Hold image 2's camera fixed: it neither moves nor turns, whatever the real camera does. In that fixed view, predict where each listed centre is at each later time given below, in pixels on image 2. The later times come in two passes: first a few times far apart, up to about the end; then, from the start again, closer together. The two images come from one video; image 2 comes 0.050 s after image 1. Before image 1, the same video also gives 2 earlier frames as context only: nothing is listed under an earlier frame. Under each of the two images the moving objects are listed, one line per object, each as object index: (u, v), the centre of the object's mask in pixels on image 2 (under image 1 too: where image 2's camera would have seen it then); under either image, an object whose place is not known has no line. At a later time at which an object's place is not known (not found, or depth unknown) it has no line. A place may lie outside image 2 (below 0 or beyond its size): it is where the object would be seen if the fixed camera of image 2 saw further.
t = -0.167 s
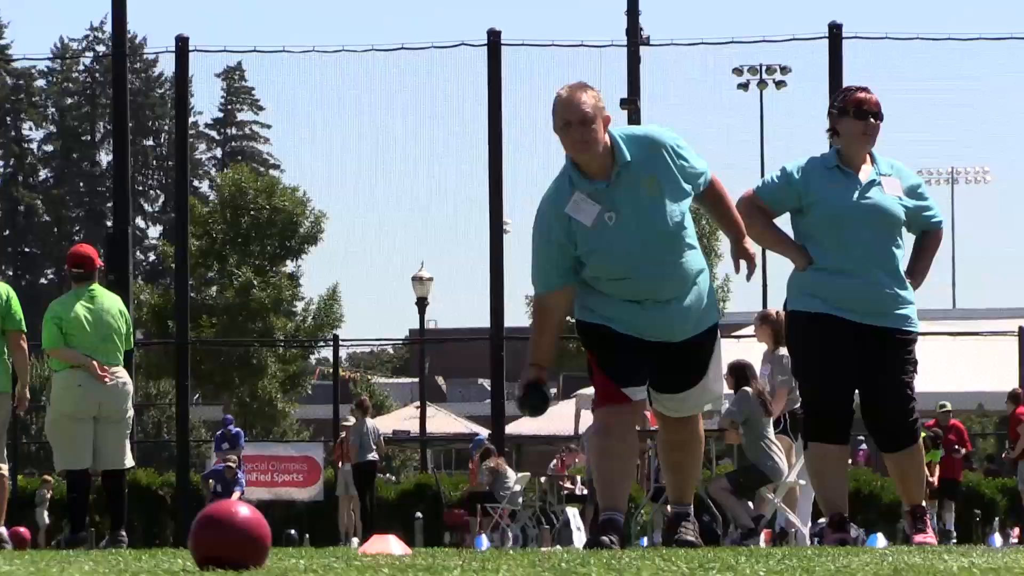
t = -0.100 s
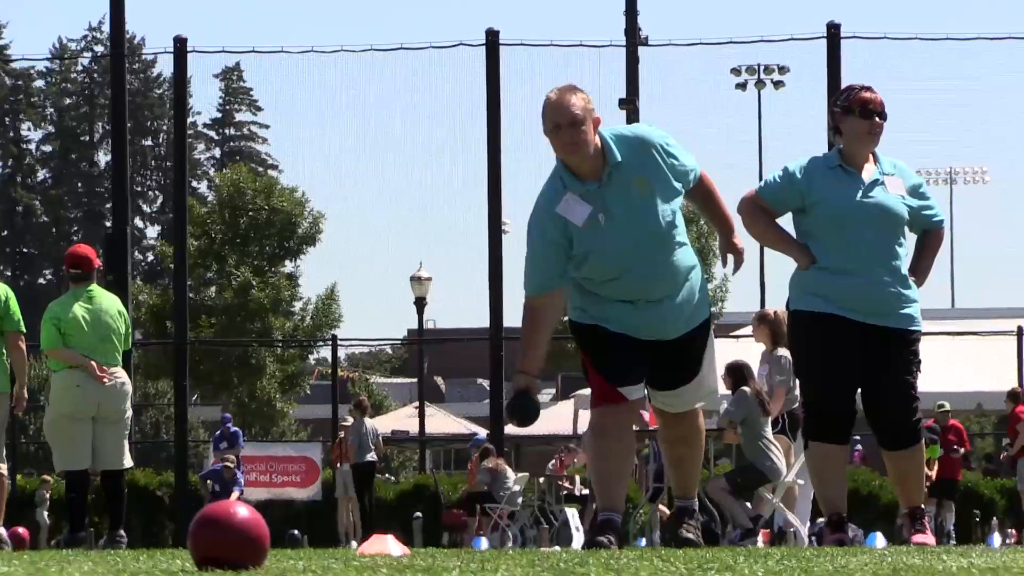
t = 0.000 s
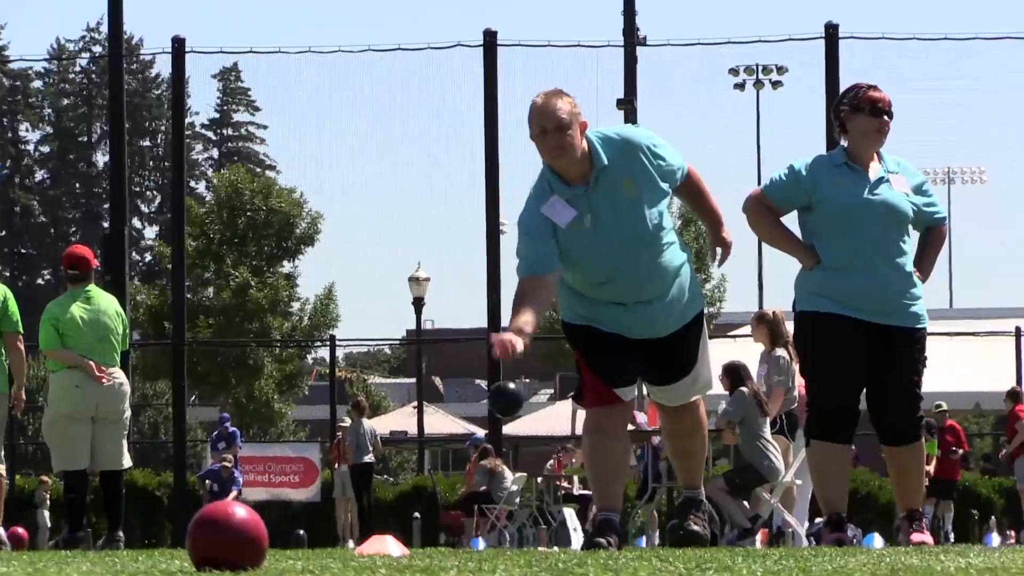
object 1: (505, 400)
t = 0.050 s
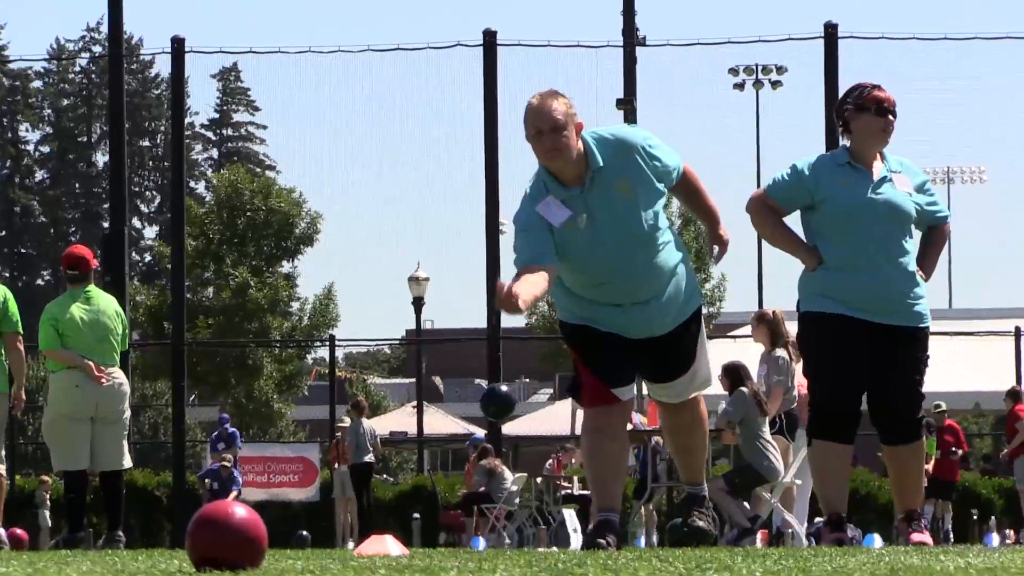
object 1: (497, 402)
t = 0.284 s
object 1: (458, 537)
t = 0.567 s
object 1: (431, 476)
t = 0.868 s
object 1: (404, 502)
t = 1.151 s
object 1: (379, 515)
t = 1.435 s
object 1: (354, 531)
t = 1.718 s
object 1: (329, 530)
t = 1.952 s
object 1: (307, 534)
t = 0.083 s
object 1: (492, 409)
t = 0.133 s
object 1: (485, 426)
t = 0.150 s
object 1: (482, 435)
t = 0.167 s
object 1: (479, 443)
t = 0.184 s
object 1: (476, 453)
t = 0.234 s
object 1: (467, 491)
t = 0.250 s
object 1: (464, 506)
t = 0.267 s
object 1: (460, 525)
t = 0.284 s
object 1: (458, 537)
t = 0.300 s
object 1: (454, 531)
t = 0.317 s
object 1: (454, 520)
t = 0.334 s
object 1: (452, 510)
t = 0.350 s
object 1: (452, 501)
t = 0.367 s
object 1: (451, 492)
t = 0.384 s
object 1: (449, 485)
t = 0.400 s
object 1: (447, 480)
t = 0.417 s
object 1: (445, 474)
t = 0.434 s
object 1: (444, 471)
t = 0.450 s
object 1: (443, 468)
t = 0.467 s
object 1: (441, 465)
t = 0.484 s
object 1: (439, 464)
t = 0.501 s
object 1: (438, 464)
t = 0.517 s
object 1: (436, 465)
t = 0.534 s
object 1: (435, 468)
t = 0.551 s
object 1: (433, 472)
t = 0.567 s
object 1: (431, 476)
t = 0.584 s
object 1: (429, 482)
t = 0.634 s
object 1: (425, 507)
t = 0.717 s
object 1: (417, 523)
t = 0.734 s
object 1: (416, 517)
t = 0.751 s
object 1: (414, 511)
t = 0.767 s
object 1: (413, 506)
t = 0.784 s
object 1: (412, 503)
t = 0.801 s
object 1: (410, 500)
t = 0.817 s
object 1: (408, 499)
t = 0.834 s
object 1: (407, 499)
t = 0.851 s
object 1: (406, 500)
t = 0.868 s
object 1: (404, 502)
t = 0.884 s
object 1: (403, 505)
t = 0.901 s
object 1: (401, 510)
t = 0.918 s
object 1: (400, 516)
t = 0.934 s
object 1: (398, 522)
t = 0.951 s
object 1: (397, 531)
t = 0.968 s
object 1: (395, 537)
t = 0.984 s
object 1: (393, 533)
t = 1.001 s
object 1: (393, 527)
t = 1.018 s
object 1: (391, 520)
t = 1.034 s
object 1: (389, 516)
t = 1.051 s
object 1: (388, 512)
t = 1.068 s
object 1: (386, 509)
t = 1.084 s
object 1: (385, 508)
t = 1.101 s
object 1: (384, 508)
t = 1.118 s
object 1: (382, 509)
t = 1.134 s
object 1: (381, 511)
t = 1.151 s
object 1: (379, 515)
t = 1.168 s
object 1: (378, 520)
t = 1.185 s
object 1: (376, 527)
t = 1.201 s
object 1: (375, 533)
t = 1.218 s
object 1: (373, 536)
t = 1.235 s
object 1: (372, 531)
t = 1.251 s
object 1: (370, 526)
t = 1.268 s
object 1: (369, 522)
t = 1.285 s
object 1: (368, 519)
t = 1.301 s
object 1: (366, 517)
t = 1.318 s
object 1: (365, 517)
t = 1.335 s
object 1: (364, 518)
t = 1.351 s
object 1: (362, 521)
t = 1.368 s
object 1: (360, 525)
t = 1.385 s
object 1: (358, 530)
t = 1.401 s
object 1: (357, 534)
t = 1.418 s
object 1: (355, 535)
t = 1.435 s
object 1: (354, 531)
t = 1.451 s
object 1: (352, 528)
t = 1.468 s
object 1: (351, 525)
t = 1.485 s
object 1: (350, 524)
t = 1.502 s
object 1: (348, 524)
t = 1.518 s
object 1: (347, 526)
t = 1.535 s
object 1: (345, 529)
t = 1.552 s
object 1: (344, 532)
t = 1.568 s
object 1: (343, 535)
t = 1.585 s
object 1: (341, 533)
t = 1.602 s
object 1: (339, 531)
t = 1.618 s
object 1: (338, 529)
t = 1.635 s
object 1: (336, 529)
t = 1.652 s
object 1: (335, 529)
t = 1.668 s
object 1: (333, 531)
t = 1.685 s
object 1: (332, 534)
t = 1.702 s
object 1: (330, 532)
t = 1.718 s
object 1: (329, 530)
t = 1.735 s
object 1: (327, 528)
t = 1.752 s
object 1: (325, 528)
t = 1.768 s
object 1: (324, 529)
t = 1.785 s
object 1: (323, 530)
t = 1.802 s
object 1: (321, 533)
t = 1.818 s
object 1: (320, 535)
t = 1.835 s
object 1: (318, 533)
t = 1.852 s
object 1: (317, 531)
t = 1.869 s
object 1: (315, 531)
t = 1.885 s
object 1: (314, 531)
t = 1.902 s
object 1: (313, 533)
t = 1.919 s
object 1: (311, 535)
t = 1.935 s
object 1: (310, 536)
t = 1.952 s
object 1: (307, 534)
